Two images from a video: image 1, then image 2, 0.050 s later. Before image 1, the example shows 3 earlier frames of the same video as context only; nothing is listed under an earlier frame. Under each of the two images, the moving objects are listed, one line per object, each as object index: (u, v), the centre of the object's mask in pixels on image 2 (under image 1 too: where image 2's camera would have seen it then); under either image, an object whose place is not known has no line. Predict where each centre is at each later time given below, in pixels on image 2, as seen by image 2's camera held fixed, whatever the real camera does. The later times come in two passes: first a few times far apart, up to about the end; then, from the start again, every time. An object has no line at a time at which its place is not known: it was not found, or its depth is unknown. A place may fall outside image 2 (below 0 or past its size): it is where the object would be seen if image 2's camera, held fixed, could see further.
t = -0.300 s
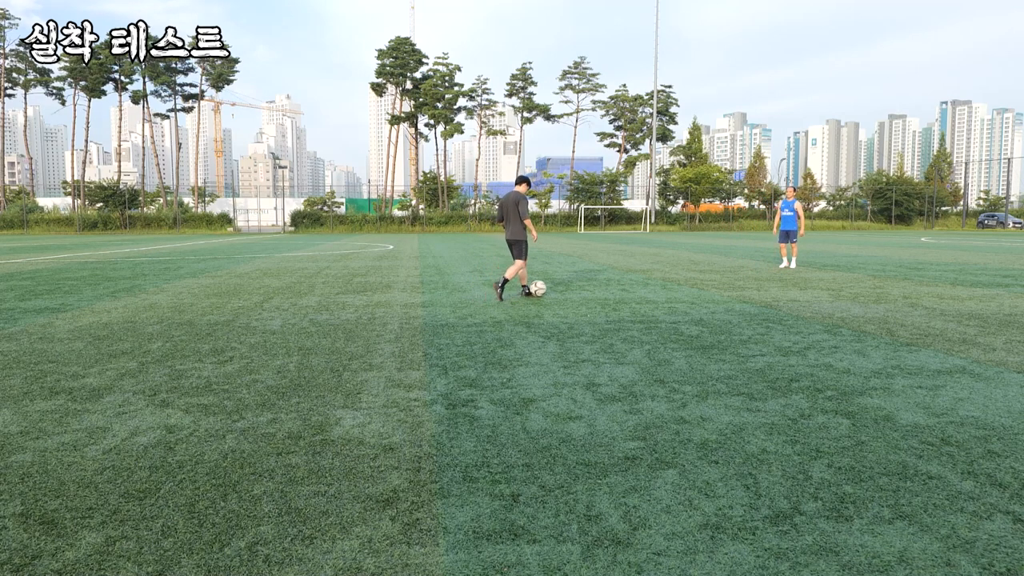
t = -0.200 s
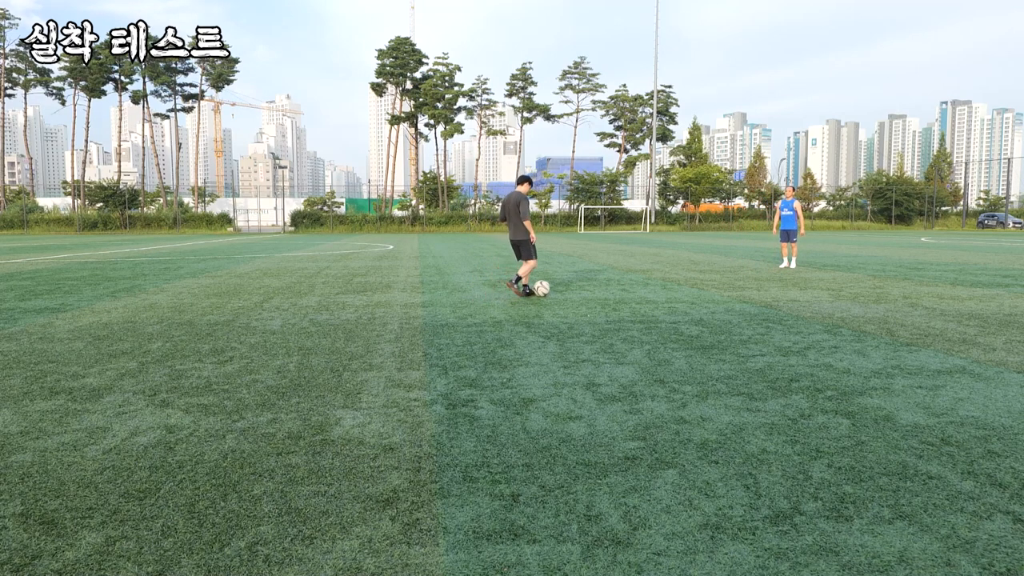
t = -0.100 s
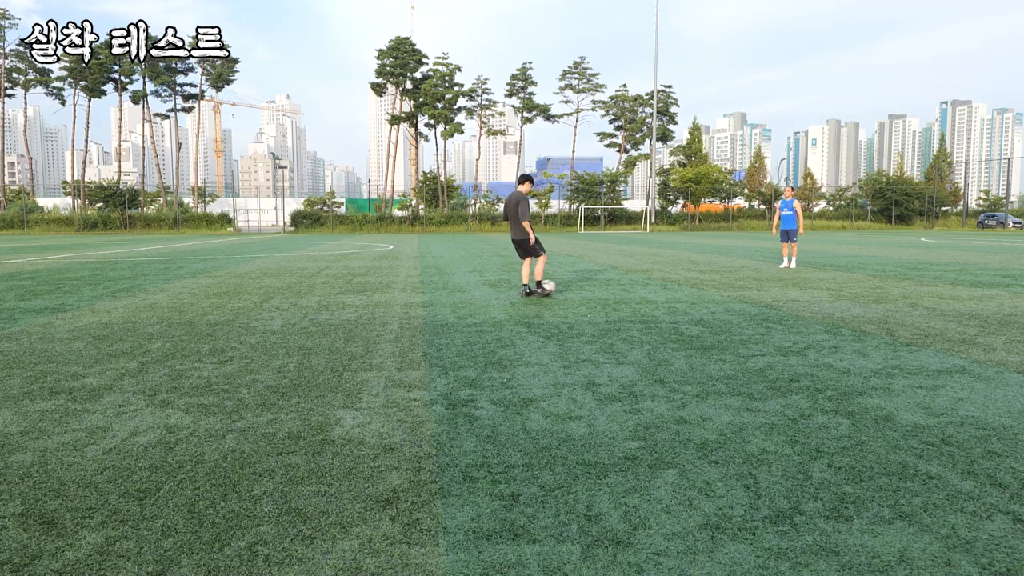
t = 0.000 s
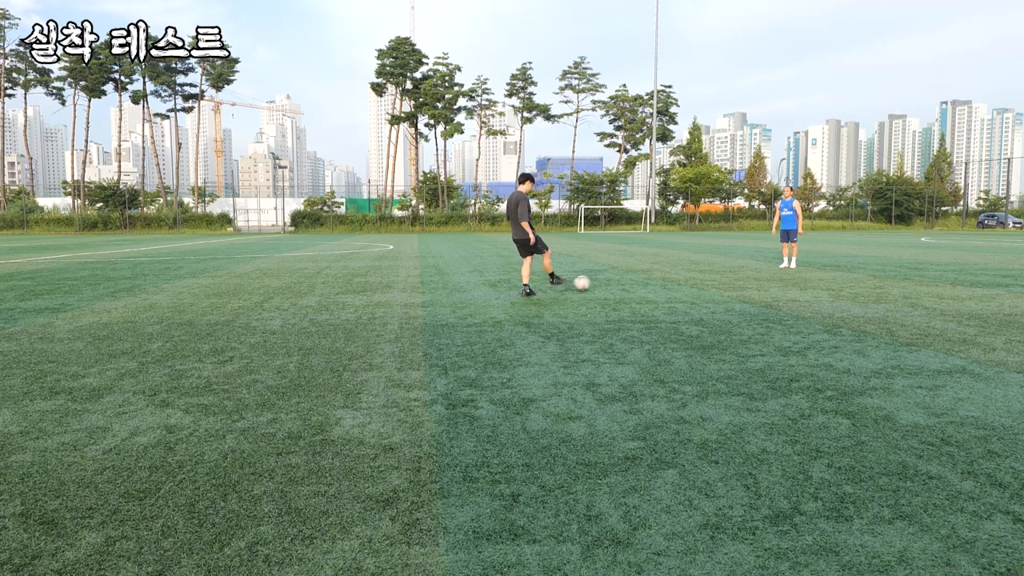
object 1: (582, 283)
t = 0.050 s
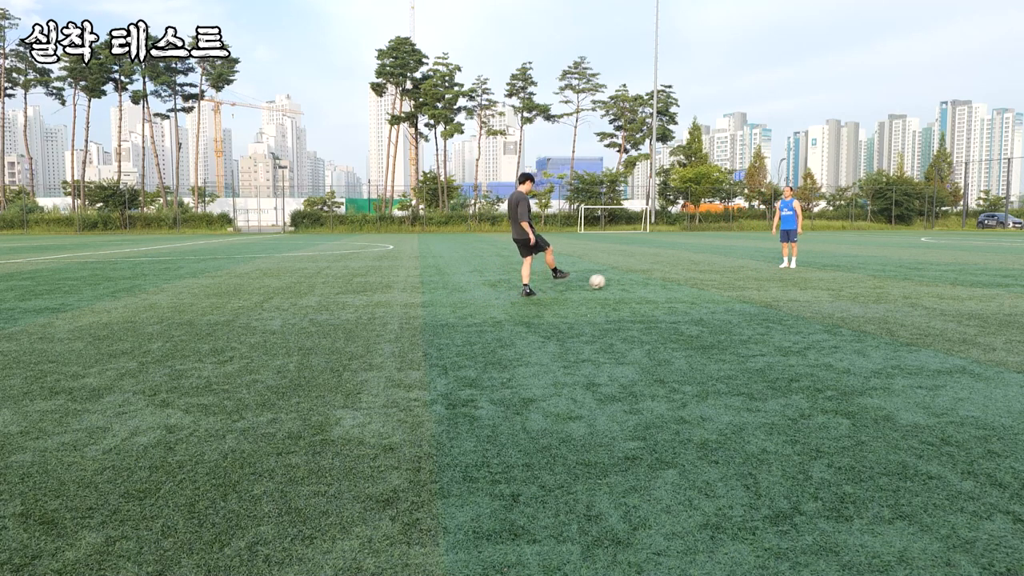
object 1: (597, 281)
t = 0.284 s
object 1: (652, 275)
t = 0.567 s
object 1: (696, 271)
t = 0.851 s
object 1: (730, 267)
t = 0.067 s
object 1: (602, 281)
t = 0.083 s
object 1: (606, 280)
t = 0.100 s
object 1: (611, 280)
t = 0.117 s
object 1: (615, 279)
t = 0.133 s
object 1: (620, 278)
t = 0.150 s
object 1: (623, 277)
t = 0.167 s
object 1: (627, 277)
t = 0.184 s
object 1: (631, 276)
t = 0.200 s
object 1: (635, 276)
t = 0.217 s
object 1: (639, 276)
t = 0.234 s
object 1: (643, 276)
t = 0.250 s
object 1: (646, 277)
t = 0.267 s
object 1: (649, 276)
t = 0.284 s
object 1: (652, 275)
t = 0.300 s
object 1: (656, 275)
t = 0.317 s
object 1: (658, 274)
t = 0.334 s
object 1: (661, 273)
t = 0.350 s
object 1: (664, 273)
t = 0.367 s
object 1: (667, 273)
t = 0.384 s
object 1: (670, 274)
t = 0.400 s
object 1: (673, 274)
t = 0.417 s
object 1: (675, 274)
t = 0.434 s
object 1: (678, 273)
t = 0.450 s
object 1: (681, 272)
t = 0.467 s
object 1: (683, 271)
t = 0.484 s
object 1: (685, 271)
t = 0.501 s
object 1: (687, 270)
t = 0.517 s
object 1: (689, 270)
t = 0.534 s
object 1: (692, 270)
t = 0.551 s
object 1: (694, 270)
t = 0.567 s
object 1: (696, 271)
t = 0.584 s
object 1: (698, 271)
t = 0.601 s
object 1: (700, 271)
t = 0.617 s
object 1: (703, 272)
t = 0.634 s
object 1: (705, 271)
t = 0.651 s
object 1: (707, 270)
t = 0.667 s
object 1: (709, 269)
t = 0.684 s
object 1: (711, 268)
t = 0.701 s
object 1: (713, 268)
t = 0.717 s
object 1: (715, 268)
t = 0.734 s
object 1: (717, 268)
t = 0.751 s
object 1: (719, 268)
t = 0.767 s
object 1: (721, 268)
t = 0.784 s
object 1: (723, 269)
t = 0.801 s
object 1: (725, 269)
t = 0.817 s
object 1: (727, 269)
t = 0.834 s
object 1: (728, 268)
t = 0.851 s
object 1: (730, 267)
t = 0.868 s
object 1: (732, 267)
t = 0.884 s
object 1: (734, 267)
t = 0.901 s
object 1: (736, 267)
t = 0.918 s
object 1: (737, 267)
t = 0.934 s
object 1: (739, 267)
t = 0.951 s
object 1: (741, 267)
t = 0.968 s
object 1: (743, 268)
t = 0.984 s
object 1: (745, 267)
